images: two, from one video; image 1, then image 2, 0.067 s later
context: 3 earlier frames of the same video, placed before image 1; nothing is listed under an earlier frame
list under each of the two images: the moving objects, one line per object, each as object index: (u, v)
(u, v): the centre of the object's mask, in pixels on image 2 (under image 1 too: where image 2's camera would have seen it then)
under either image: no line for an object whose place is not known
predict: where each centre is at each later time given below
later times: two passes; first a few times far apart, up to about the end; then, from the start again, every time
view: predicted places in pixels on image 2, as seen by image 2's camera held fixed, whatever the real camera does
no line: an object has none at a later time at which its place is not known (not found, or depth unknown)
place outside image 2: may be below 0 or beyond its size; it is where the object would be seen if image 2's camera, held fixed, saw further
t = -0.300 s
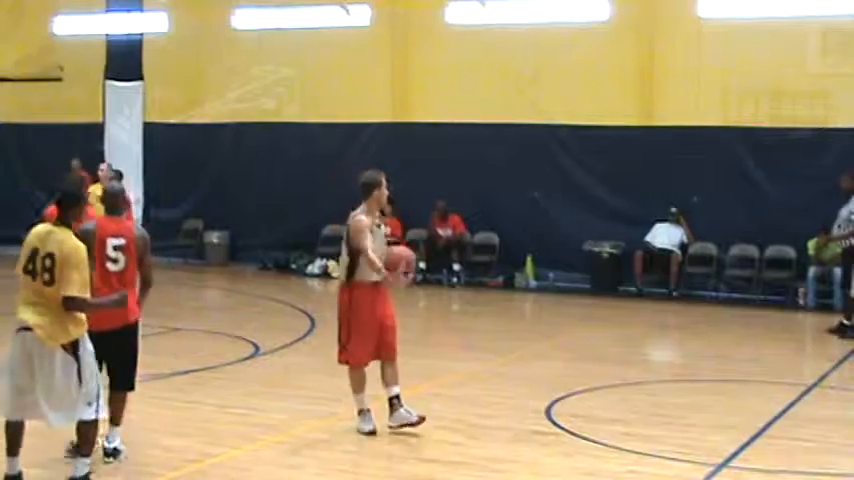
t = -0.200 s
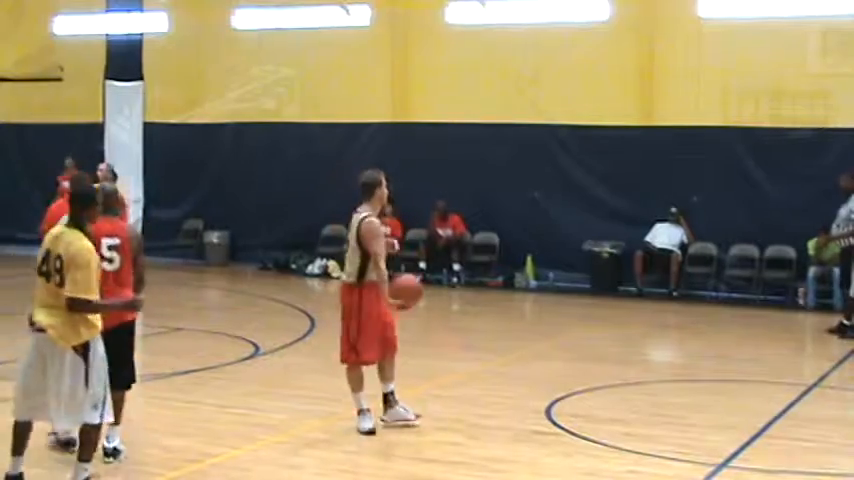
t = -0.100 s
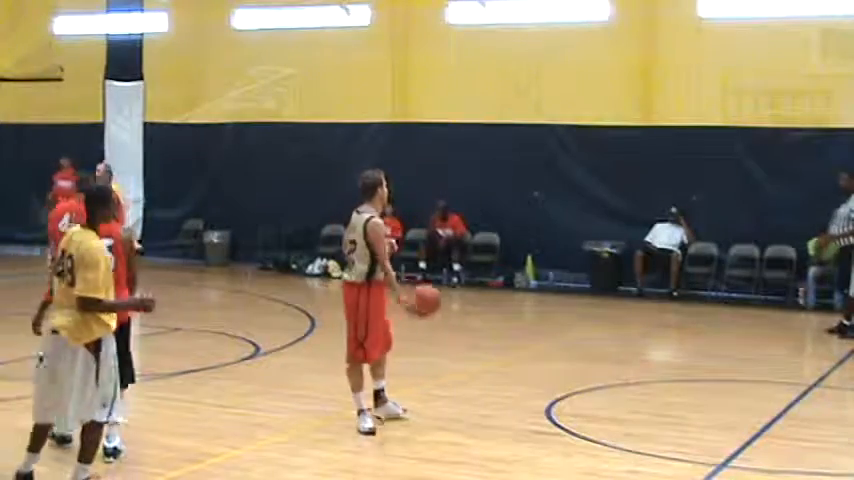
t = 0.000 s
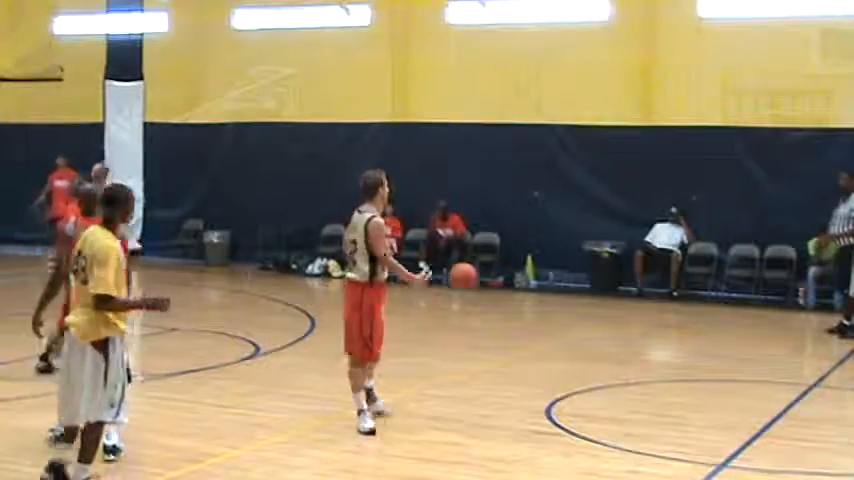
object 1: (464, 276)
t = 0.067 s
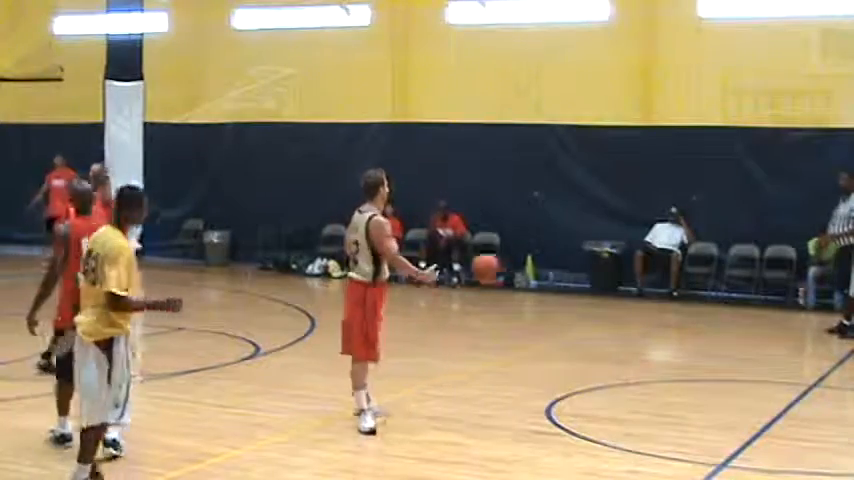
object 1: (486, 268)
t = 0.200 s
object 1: (527, 266)
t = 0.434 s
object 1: (587, 312)
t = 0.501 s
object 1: (601, 335)
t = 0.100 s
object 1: (496, 267)
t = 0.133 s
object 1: (507, 265)
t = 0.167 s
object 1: (517, 264)
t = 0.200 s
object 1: (527, 266)
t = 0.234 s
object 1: (536, 269)
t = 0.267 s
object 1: (546, 274)
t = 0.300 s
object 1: (555, 281)
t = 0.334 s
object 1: (563, 285)
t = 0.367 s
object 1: (571, 292)
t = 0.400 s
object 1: (580, 301)
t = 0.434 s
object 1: (587, 312)
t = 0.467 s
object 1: (594, 325)
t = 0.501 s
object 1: (601, 335)
